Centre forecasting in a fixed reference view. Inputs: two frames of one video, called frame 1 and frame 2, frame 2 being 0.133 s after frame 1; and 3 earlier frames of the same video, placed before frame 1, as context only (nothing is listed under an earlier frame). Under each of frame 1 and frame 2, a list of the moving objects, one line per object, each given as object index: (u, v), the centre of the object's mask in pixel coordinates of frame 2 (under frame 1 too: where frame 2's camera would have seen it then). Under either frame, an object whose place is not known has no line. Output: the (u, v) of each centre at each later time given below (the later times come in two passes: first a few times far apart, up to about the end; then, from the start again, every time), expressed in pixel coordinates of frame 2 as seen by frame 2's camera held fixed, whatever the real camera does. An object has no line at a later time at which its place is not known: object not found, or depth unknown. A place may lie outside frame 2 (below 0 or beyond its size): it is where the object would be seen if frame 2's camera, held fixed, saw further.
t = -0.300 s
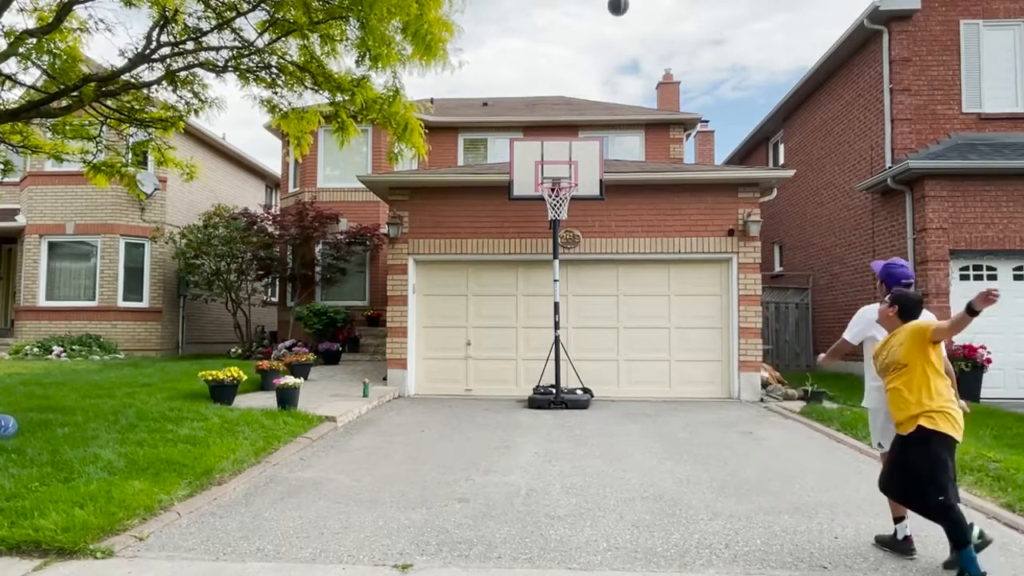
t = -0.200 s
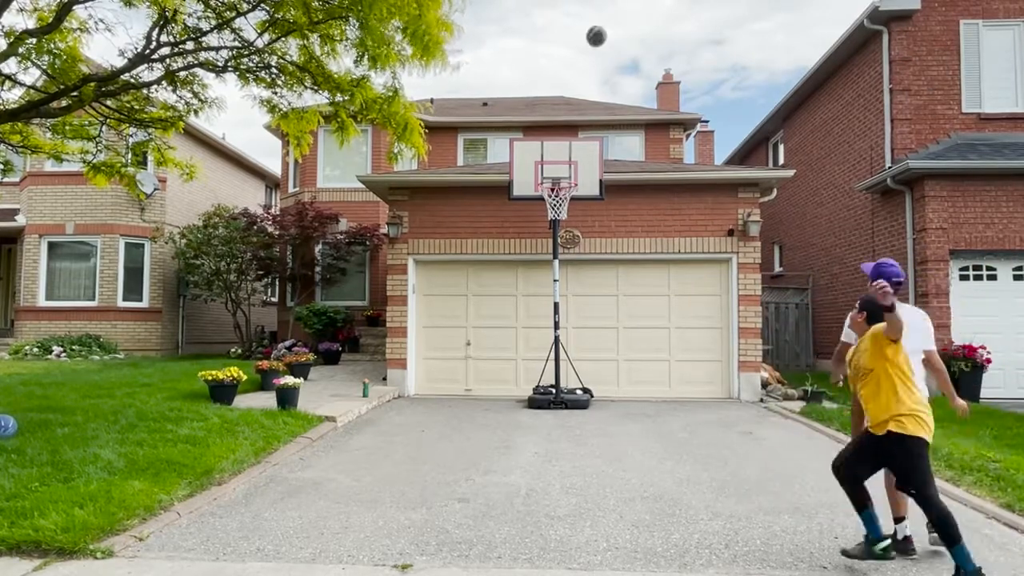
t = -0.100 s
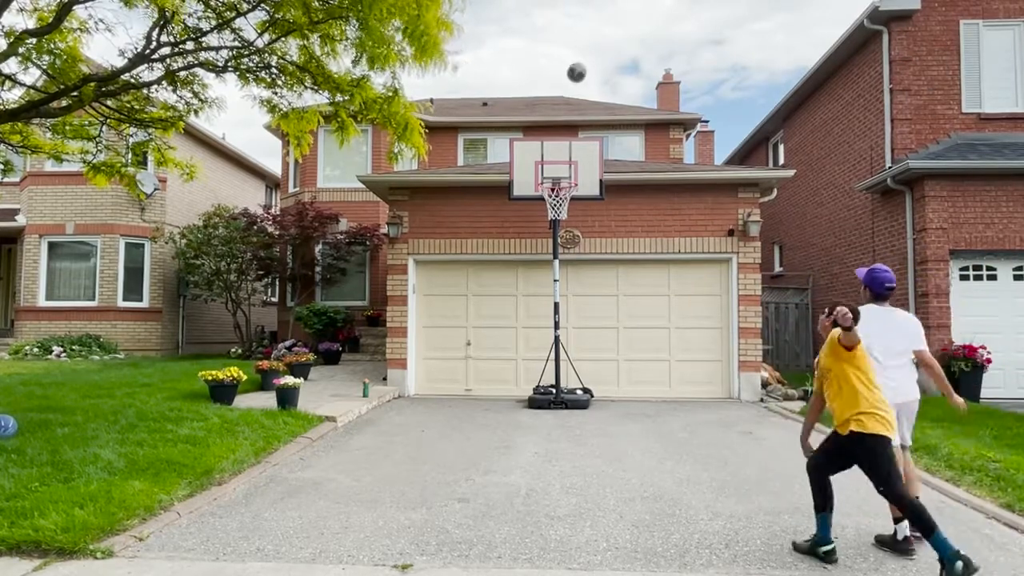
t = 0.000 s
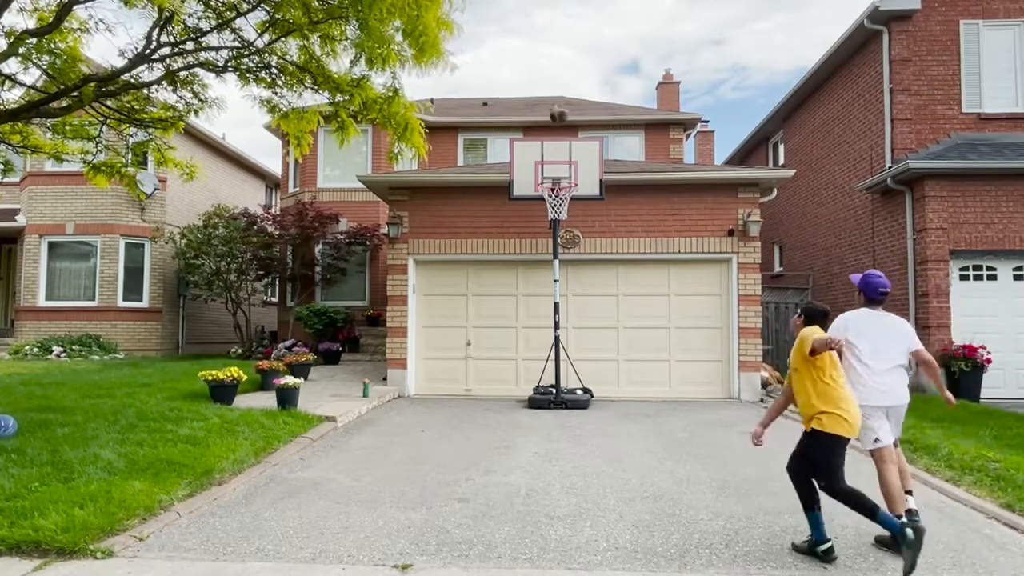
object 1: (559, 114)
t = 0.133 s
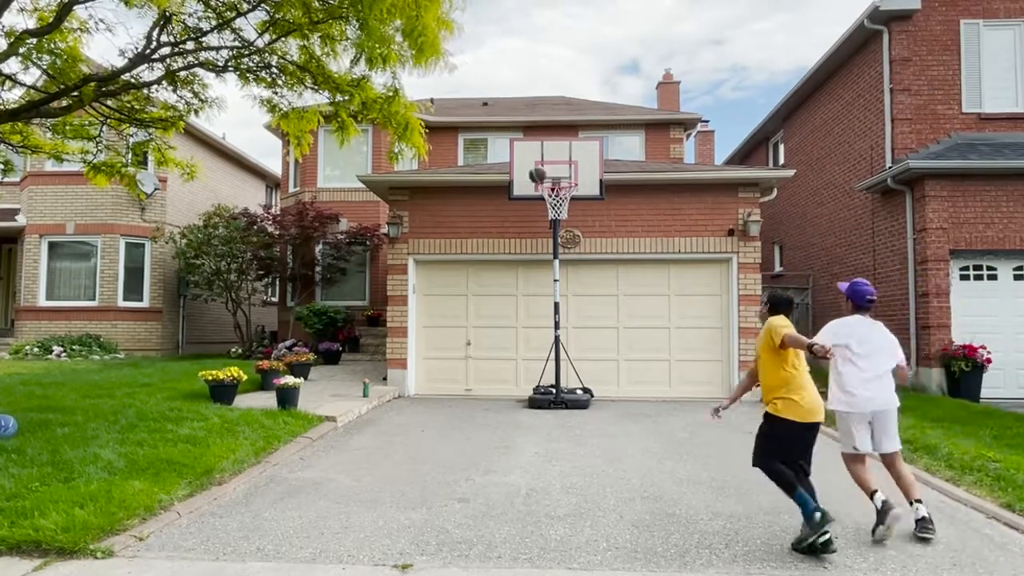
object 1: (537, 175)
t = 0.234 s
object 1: (522, 192)
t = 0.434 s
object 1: (493, 208)
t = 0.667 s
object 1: (451, 277)
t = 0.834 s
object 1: (417, 366)
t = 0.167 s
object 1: (531, 188)
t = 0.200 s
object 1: (526, 193)
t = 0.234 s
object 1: (522, 192)
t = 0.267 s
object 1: (517, 192)
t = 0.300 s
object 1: (512, 193)
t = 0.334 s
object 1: (508, 195)
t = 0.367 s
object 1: (503, 198)
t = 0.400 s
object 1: (497, 202)
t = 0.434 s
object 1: (493, 208)
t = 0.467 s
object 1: (488, 214)
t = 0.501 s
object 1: (482, 221)
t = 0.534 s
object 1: (476, 230)
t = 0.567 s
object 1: (470, 240)
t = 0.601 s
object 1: (464, 251)
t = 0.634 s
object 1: (457, 263)
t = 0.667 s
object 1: (451, 277)
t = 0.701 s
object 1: (444, 291)
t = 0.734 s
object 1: (438, 307)
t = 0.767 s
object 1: (431, 326)
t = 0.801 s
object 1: (424, 345)
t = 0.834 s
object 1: (417, 366)
